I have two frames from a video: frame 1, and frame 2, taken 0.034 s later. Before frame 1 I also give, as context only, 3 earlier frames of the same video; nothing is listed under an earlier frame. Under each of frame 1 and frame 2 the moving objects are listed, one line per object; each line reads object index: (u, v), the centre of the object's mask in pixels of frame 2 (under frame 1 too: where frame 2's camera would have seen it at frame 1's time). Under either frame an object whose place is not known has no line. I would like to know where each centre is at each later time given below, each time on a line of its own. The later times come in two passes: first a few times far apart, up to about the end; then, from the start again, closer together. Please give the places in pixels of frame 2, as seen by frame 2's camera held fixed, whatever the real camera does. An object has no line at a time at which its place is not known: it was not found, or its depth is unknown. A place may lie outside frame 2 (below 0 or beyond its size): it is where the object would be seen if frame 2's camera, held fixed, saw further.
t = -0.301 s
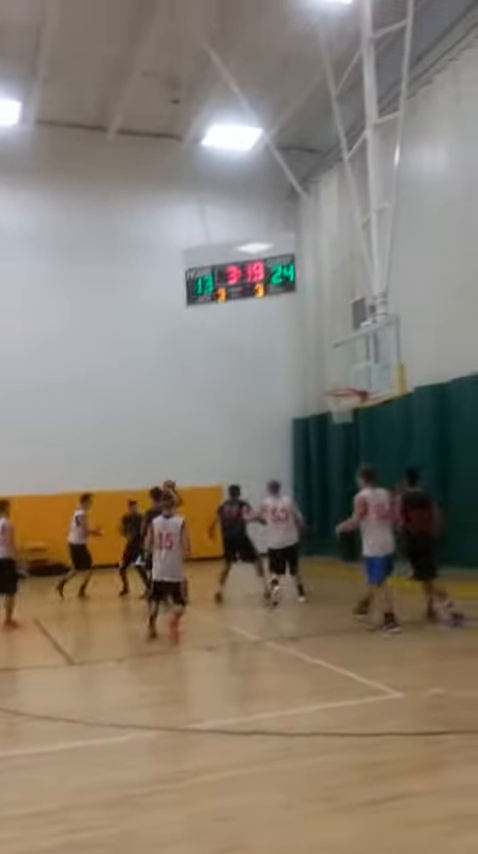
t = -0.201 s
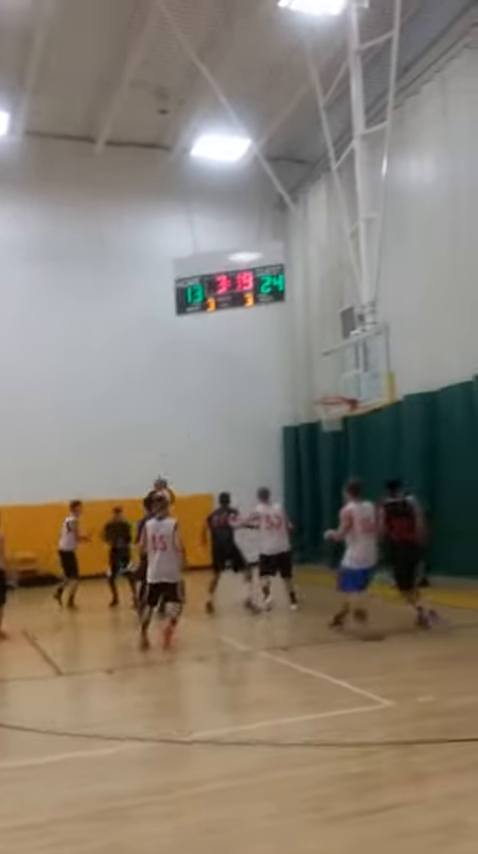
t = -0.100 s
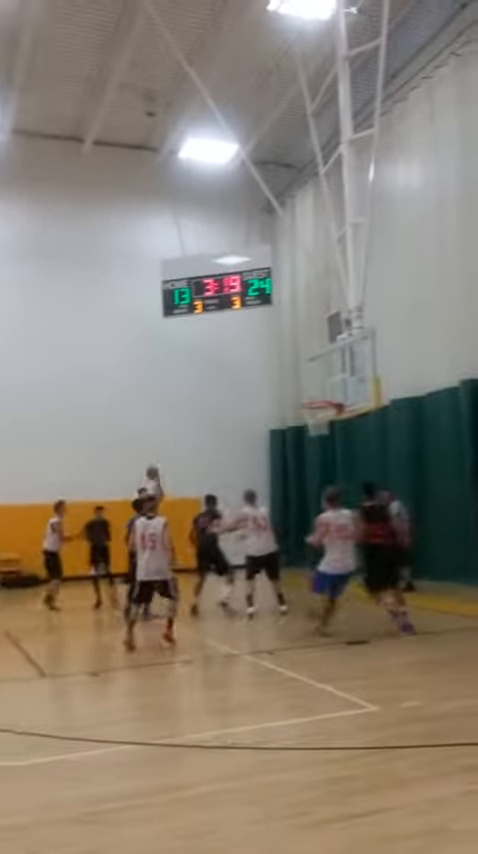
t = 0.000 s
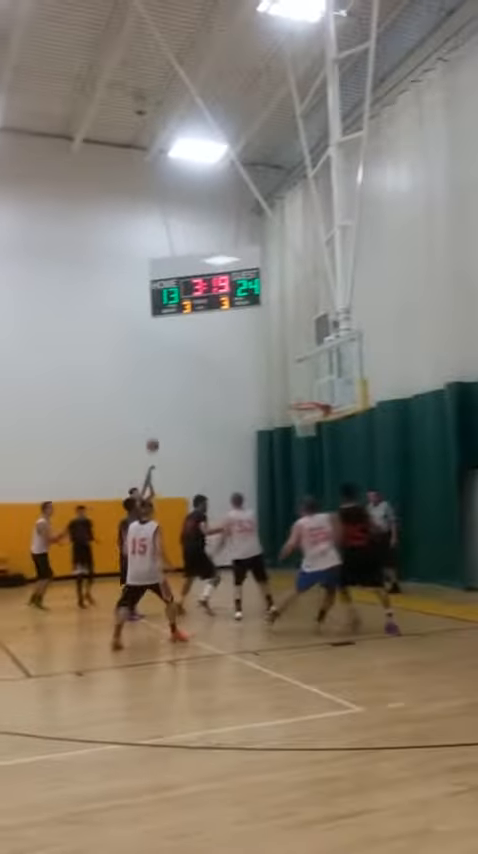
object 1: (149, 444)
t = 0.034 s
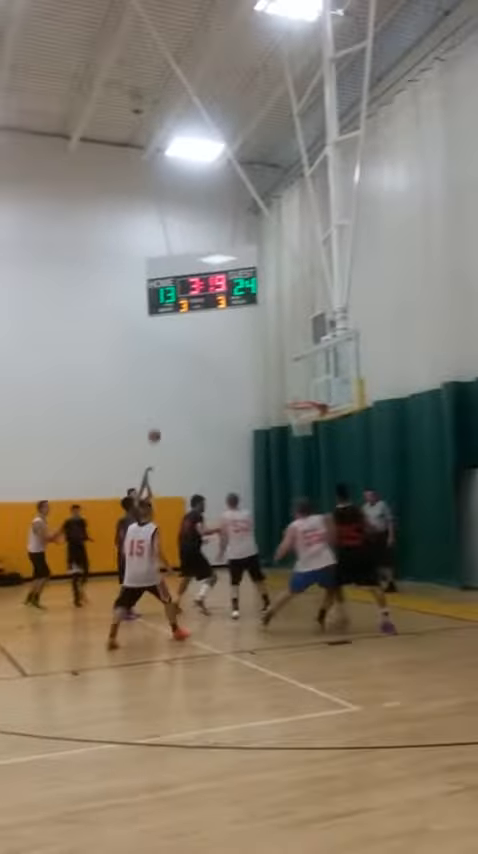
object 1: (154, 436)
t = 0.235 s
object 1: (187, 392)
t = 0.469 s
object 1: (229, 371)
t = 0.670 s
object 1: (268, 377)
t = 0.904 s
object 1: (292, 406)
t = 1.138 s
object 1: (300, 418)
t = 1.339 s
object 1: (295, 446)
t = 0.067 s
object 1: (159, 427)
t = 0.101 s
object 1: (165, 419)
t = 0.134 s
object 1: (170, 412)
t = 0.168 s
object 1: (175, 405)
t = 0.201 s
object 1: (181, 398)
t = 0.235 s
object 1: (187, 392)
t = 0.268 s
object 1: (193, 387)
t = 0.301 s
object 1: (198, 383)
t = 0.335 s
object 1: (204, 379)
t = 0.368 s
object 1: (210, 377)
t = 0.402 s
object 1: (216, 373)
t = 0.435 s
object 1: (223, 372)
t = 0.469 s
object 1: (229, 371)
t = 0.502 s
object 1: (235, 370)
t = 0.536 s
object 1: (242, 370)
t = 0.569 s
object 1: (248, 370)
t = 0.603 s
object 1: (255, 371)
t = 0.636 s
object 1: (262, 374)
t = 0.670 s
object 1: (268, 377)
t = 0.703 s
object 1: (276, 381)
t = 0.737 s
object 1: (282, 384)
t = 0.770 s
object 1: (290, 389)
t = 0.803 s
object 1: (298, 394)
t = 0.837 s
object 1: (306, 399)
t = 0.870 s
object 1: (304, 404)
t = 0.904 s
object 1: (292, 406)
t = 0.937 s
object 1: (295, 406)
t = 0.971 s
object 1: (298, 407)
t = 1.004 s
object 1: (302, 407)
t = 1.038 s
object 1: (303, 407)
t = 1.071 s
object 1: (303, 407)
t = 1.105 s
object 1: (302, 409)
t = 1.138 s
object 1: (300, 418)
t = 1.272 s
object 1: (298, 437)
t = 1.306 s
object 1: (297, 441)
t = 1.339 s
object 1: (295, 446)
